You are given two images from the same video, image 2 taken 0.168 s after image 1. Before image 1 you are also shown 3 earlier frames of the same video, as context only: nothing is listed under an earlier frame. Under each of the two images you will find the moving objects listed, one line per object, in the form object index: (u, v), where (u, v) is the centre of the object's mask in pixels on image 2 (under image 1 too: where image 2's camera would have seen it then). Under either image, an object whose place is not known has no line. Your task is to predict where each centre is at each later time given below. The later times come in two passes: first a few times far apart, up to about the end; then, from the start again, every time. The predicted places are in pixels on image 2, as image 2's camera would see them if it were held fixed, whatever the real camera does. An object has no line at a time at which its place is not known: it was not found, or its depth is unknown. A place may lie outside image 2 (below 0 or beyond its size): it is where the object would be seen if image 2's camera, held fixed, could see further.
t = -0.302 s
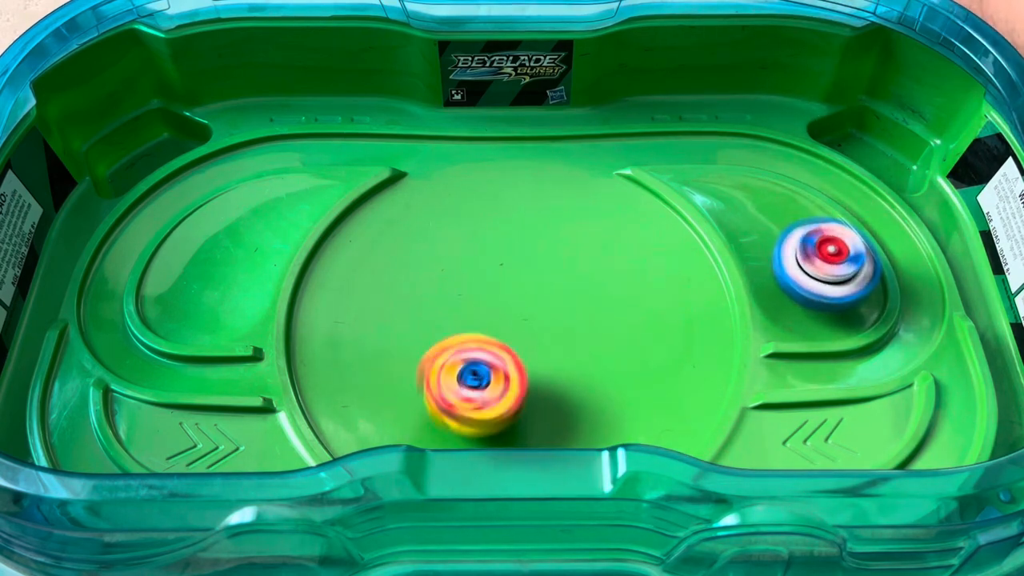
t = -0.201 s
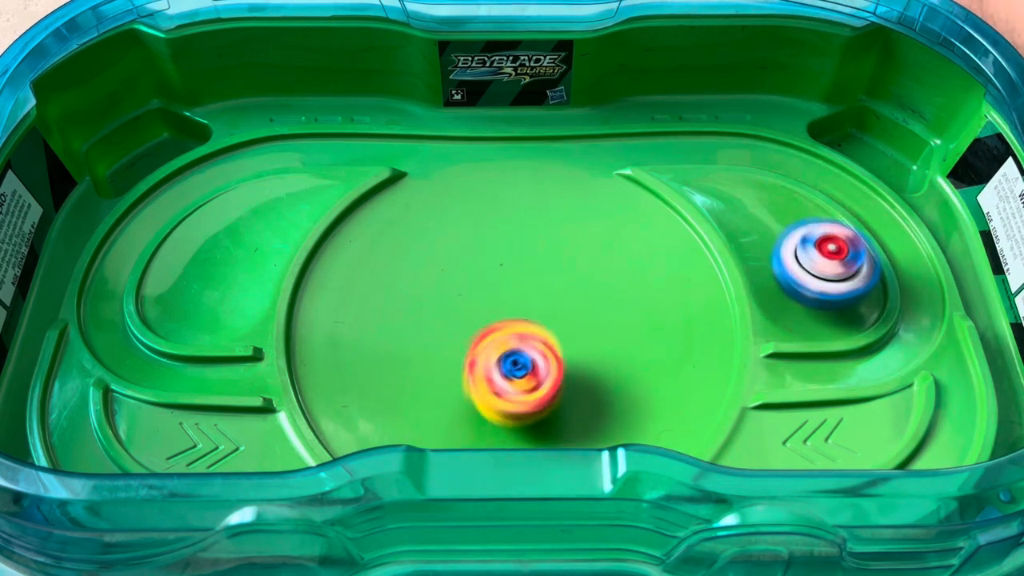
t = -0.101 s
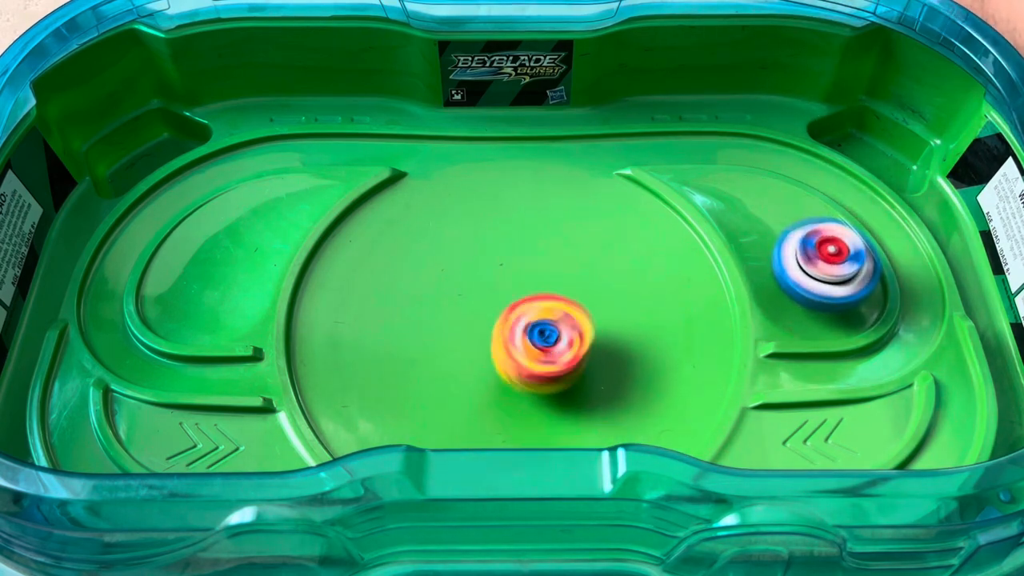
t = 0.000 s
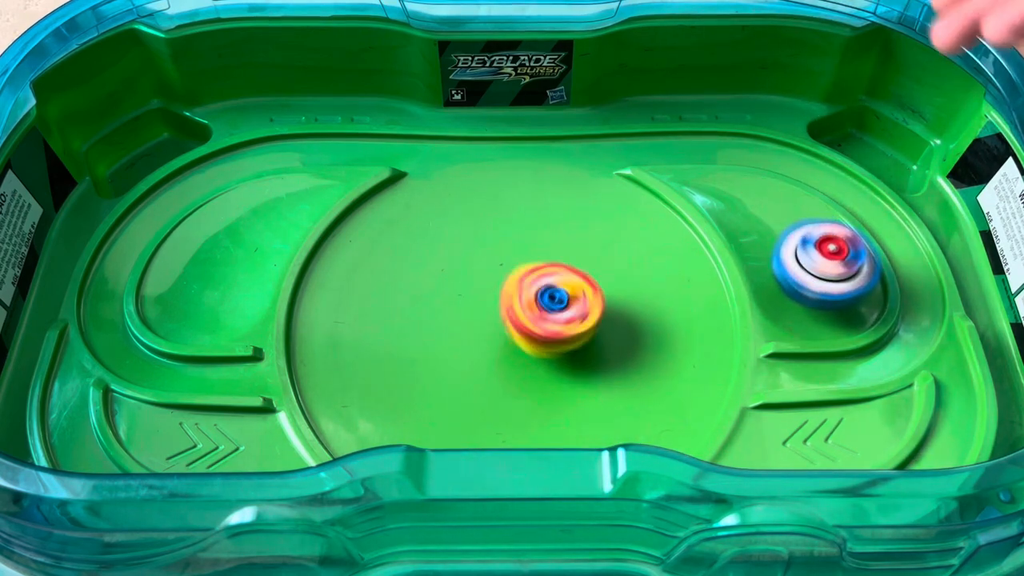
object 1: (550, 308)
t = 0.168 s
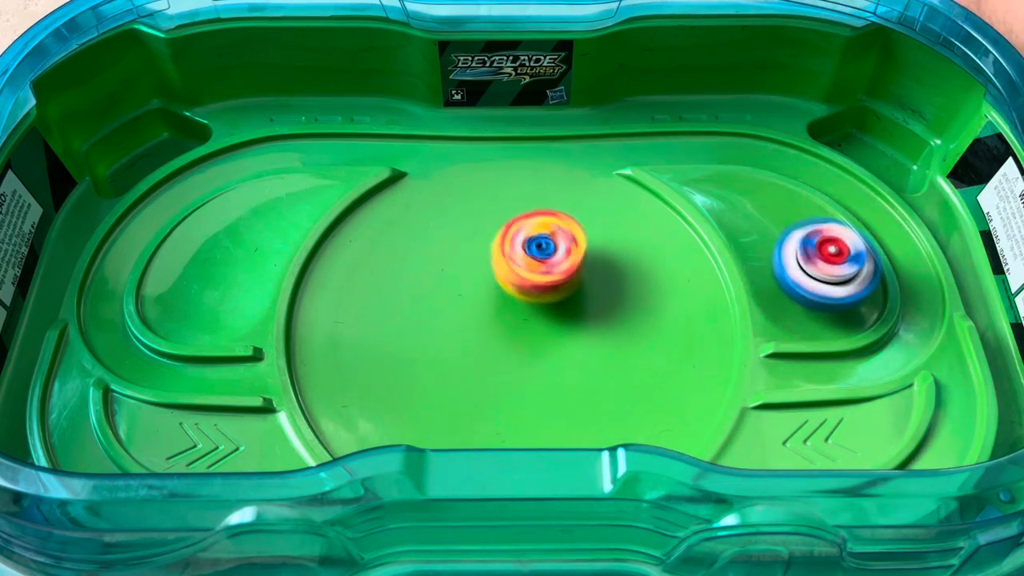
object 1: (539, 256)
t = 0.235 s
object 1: (524, 241)
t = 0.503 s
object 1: (468, 271)
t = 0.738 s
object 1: (501, 341)
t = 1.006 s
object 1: (584, 349)
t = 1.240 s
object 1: (566, 298)
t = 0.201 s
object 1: (532, 248)
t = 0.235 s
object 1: (524, 241)
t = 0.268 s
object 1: (515, 239)
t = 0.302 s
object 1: (505, 237)
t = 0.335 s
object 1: (496, 238)
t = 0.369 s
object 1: (488, 241)
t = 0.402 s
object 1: (480, 246)
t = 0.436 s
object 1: (474, 253)
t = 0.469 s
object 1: (470, 262)
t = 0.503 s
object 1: (468, 271)
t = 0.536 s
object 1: (467, 281)
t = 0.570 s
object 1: (467, 291)
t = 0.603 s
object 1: (470, 303)
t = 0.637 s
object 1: (477, 313)
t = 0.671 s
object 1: (482, 322)
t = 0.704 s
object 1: (489, 332)
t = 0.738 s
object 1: (501, 341)
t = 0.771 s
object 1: (510, 347)
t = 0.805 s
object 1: (519, 352)
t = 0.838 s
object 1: (532, 358)
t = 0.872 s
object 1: (544, 360)
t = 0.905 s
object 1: (555, 360)
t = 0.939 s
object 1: (565, 359)
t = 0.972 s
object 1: (576, 356)
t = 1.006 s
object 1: (584, 349)
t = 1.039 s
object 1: (587, 342)
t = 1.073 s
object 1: (589, 335)
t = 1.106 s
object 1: (590, 327)
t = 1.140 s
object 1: (586, 319)
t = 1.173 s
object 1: (582, 312)
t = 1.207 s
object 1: (575, 304)
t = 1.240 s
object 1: (566, 298)
